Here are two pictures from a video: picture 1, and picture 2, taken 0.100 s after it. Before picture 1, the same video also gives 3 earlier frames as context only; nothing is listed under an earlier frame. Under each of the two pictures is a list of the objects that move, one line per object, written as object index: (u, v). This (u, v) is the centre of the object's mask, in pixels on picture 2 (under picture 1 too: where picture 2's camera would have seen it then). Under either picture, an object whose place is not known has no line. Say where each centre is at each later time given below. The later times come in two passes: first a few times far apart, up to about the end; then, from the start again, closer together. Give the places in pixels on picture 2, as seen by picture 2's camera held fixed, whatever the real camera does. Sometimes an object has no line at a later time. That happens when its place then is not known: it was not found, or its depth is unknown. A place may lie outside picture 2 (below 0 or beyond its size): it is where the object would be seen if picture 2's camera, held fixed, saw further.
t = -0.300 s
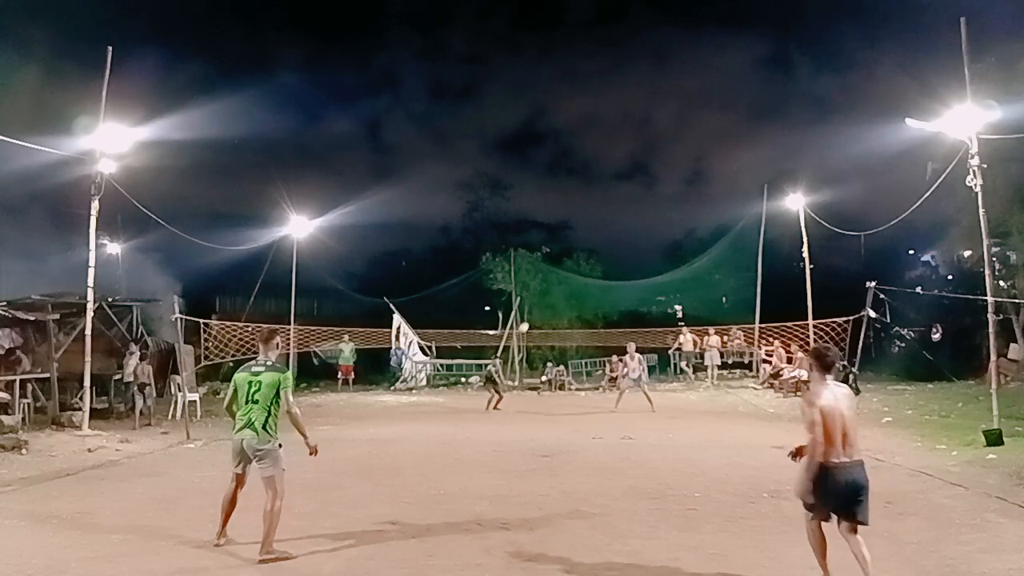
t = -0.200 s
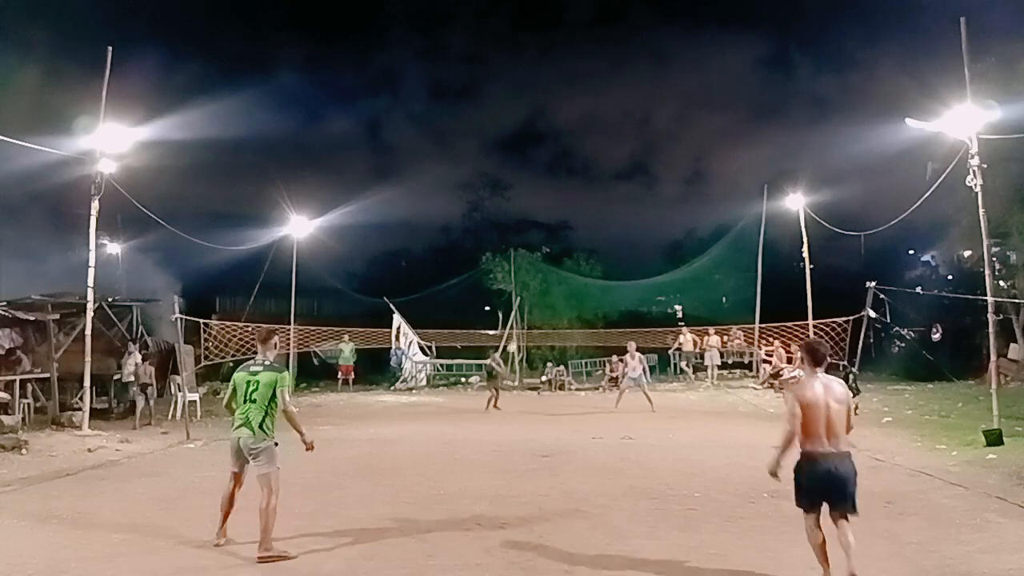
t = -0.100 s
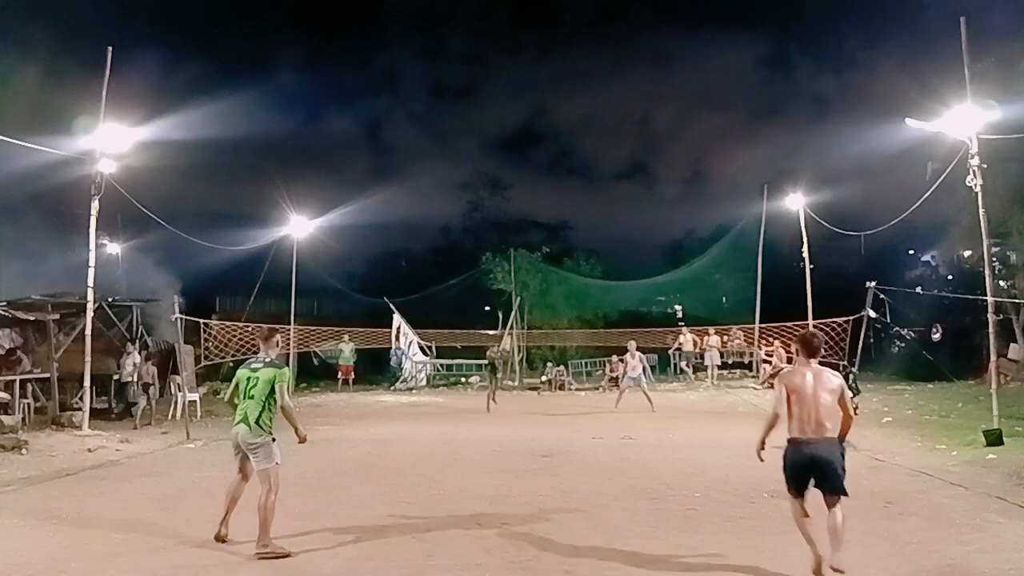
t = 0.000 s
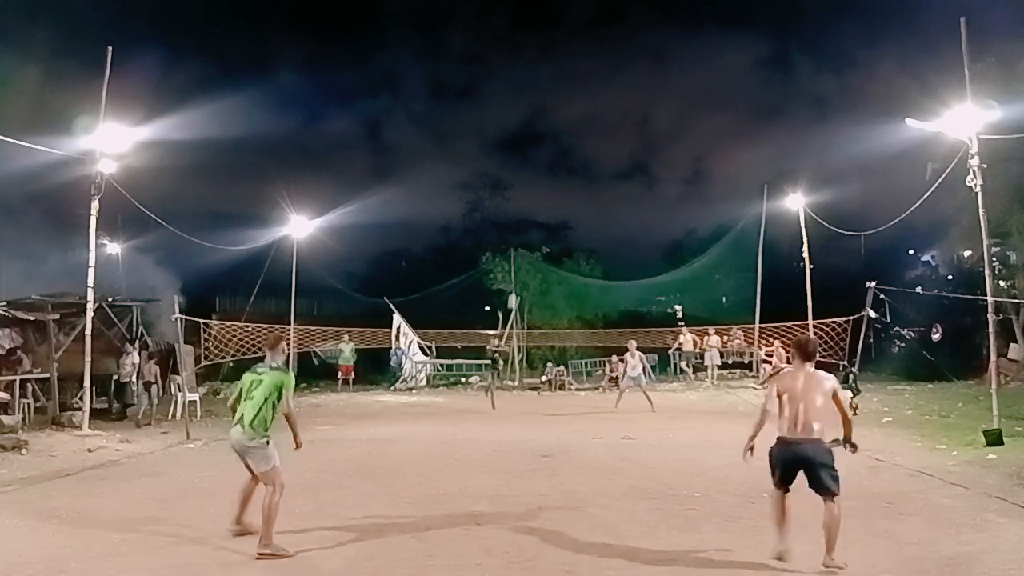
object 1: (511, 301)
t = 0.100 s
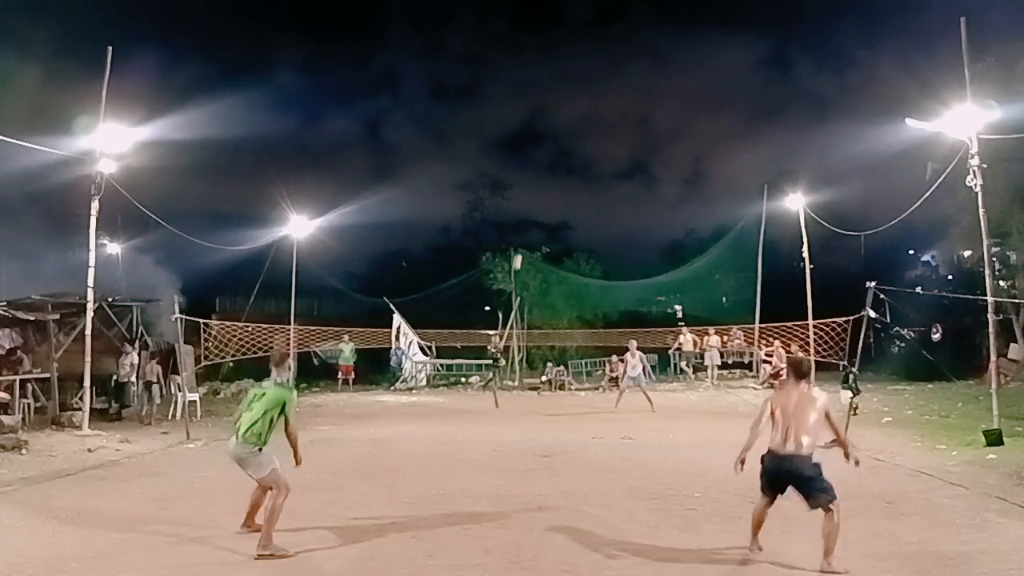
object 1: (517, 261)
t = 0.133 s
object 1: (518, 249)
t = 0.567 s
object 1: (544, 118)
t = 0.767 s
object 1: (559, 82)
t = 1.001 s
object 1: (577, 62)
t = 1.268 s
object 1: (601, 75)
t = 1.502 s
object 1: (626, 128)
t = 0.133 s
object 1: (518, 249)
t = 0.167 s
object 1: (520, 237)
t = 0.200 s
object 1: (523, 225)
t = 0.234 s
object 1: (524, 214)
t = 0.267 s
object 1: (527, 202)
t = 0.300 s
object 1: (528, 191)
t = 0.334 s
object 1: (530, 181)
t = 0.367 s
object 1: (532, 171)
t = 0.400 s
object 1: (534, 161)
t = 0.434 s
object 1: (537, 152)
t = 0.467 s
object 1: (538, 143)
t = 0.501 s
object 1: (541, 134)
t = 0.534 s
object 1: (543, 126)
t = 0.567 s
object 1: (544, 118)
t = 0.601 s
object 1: (547, 111)
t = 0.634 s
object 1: (549, 104)
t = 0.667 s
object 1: (552, 98)
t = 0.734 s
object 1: (557, 86)
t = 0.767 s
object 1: (559, 82)
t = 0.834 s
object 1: (564, 73)
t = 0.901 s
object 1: (569, 67)
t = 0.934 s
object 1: (572, 64)
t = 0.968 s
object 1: (575, 63)
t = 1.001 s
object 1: (577, 62)
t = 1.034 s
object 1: (580, 61)
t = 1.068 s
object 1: (583, 61)
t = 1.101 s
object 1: (586, 62)
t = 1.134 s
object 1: (589, 63)
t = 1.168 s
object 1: (592, 65)
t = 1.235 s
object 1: (598, 71)
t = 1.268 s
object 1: (601, 75)
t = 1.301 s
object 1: (604, 80)
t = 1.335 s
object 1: (608, 86)
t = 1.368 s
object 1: (611, 92)
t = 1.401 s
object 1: (615, 100)
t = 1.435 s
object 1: (618, 108)
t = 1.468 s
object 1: (622, 118)
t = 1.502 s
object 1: (626, 128)
